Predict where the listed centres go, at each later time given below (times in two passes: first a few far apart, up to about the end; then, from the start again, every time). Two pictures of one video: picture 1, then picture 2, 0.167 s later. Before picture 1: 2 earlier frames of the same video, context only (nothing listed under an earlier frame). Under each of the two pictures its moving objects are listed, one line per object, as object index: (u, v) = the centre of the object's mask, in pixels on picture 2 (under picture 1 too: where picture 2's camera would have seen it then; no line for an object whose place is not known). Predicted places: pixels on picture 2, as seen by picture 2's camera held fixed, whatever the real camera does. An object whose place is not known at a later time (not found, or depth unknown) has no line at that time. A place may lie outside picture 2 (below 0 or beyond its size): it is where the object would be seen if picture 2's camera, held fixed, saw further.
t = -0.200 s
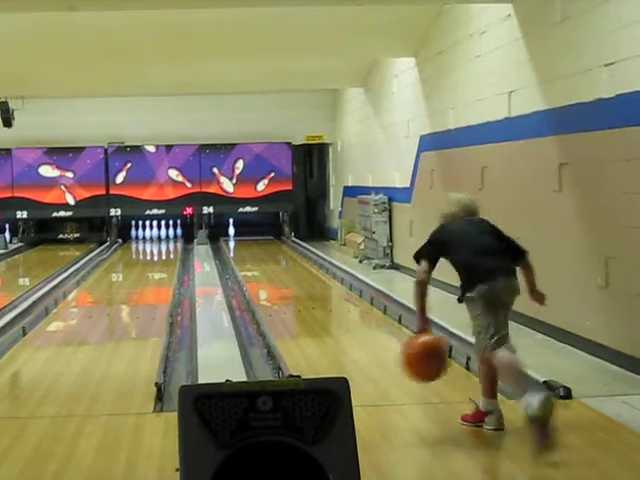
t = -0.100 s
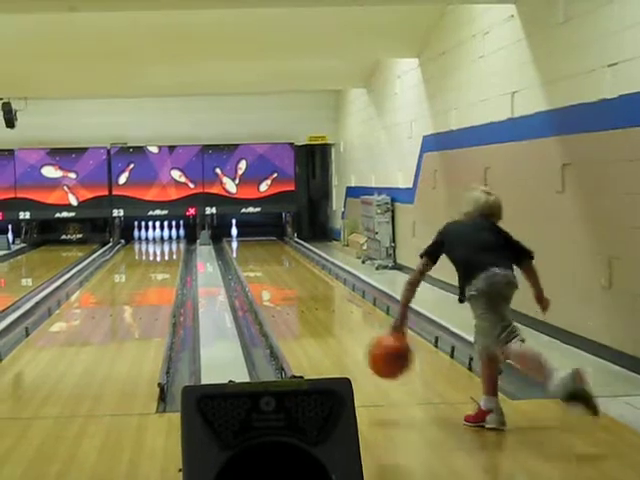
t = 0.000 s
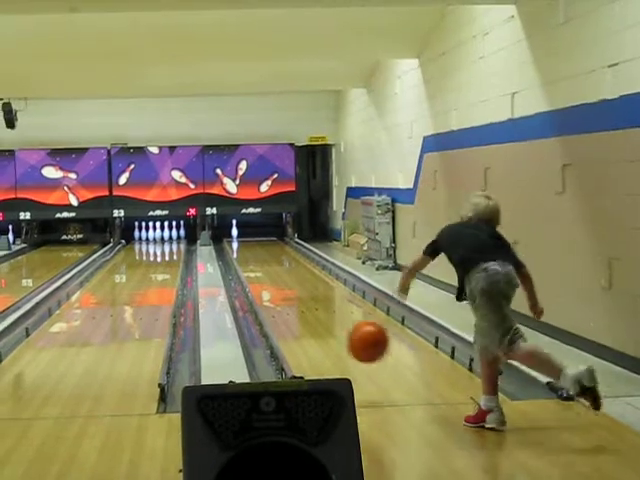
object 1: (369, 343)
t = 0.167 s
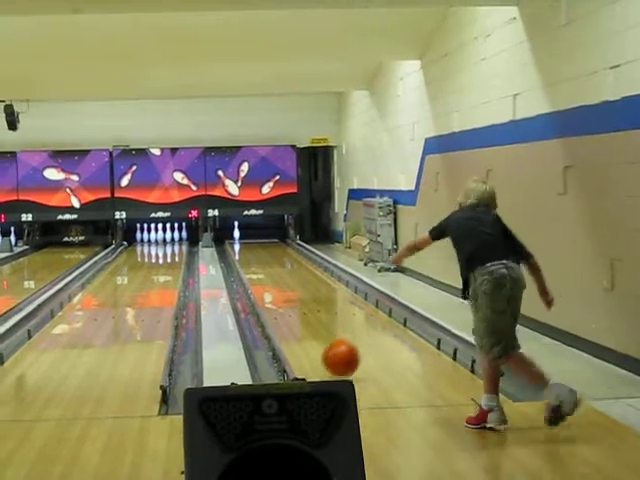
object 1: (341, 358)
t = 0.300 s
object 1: (322, 348)
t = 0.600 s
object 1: (289, 325)
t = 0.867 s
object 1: (276, 309)
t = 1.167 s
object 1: (275, 296)
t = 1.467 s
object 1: (275, 284)
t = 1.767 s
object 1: (275, 275)
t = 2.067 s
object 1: (275, 268)
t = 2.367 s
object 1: (276, 262)
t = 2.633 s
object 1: (276, 258)
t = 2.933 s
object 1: (277, 253)
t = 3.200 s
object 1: (278, 251)
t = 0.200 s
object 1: (336, 357)
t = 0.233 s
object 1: (331, 352)
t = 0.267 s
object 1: (326, 350)
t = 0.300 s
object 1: (322, 348)
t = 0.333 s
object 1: (317, 345)
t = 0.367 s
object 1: (313, 341)
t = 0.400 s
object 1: (310, 339)
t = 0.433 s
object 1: (306, 336)
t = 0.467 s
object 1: (302, 334)
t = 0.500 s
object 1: (299, 331)
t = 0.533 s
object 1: (295, 329)
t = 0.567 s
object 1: (292, 326)
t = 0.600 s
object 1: (289, 325)
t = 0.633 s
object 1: (286, 322)
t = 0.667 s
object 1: (283, 320)
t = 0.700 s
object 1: (280, 318)
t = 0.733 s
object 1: (278, 316)
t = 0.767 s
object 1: (277, 313)
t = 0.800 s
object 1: (276, 312)
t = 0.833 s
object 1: (276, 311)
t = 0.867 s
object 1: (276, 309)
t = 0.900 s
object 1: (275, 307)
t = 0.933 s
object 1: (276, 305)
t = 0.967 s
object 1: (275, 304)
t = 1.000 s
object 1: (275, 302)
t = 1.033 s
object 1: (275, 301)
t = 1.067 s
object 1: (275, 299)
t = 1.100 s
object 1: (275, 298)
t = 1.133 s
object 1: (275, 296)
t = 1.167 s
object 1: (275, 296)
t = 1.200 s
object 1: (275, 294)
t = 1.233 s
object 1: (275, 293)
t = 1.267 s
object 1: (275, 291)
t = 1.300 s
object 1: (275, 290)
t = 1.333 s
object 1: (275, 288)
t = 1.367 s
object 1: (275, 288)
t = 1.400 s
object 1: (275, 286)
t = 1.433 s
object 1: (275, 285)
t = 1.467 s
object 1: (275, 284)
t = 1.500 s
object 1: (275, 284)
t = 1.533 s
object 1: (275, 283)
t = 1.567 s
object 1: (276, 282)
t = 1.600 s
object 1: (275, 281)
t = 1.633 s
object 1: (275, 280)
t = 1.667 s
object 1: (275, 278)
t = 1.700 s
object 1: (275, 277)
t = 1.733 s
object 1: (275, 276)
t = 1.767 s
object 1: (275, 275)
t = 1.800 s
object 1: (275, 274)
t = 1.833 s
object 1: (275, 273)
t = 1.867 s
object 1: (275, 273)
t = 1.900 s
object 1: (275, 272)
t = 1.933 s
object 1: (275, 271)
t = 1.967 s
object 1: (275, 270)
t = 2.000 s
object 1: (275, 270)
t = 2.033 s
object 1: (275, 269)
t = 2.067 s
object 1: (275, 268)
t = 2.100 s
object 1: (275, 267)
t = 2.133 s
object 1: (275, 267)
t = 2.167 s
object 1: (275, 266)
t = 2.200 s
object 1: (275, 266)
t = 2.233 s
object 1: (275, 265)
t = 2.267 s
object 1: (275, 264)
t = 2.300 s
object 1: (276, 264)
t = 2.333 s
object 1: (276, 263)
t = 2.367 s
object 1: (276, 262)
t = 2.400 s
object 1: (276, 262)
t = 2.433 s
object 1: (276, 261)
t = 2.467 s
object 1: (276, 261)
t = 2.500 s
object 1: (276, 260)
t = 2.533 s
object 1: (276, 260)
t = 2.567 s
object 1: (276, 259)
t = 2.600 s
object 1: (276, 259)
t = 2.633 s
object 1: (276, 258)
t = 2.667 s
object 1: (276, 258)
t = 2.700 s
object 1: (276, 257)
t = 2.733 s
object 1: (276, 257)
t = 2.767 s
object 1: (277, 256)
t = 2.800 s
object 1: (277, 256)
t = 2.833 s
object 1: (277, 255)
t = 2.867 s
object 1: (277, 255)
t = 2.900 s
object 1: (277, 254)
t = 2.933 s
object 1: (277, 253)
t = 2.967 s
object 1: (277, 253)
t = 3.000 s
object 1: (278, 252)
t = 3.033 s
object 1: (278, 252)
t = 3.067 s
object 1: (277, 252)
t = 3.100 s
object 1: (277, 252)
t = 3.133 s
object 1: (278, 251)
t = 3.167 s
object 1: (278, 251)
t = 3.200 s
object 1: (278, 251)
